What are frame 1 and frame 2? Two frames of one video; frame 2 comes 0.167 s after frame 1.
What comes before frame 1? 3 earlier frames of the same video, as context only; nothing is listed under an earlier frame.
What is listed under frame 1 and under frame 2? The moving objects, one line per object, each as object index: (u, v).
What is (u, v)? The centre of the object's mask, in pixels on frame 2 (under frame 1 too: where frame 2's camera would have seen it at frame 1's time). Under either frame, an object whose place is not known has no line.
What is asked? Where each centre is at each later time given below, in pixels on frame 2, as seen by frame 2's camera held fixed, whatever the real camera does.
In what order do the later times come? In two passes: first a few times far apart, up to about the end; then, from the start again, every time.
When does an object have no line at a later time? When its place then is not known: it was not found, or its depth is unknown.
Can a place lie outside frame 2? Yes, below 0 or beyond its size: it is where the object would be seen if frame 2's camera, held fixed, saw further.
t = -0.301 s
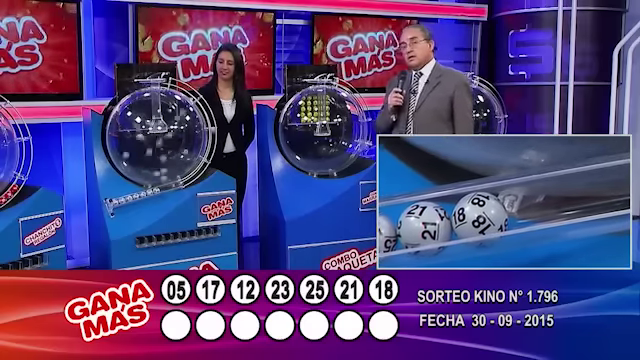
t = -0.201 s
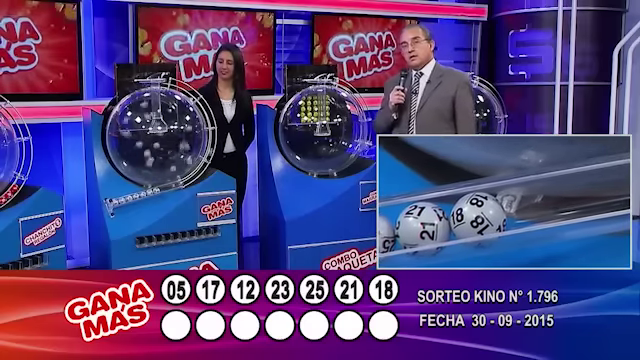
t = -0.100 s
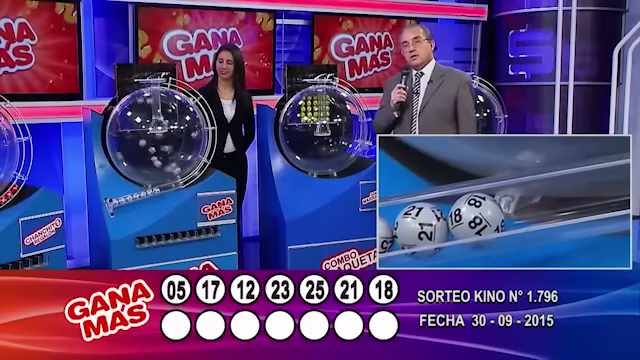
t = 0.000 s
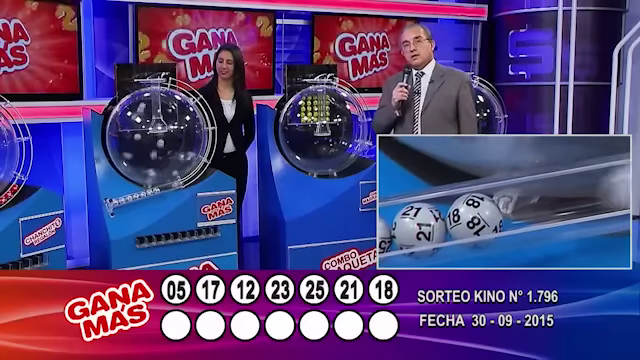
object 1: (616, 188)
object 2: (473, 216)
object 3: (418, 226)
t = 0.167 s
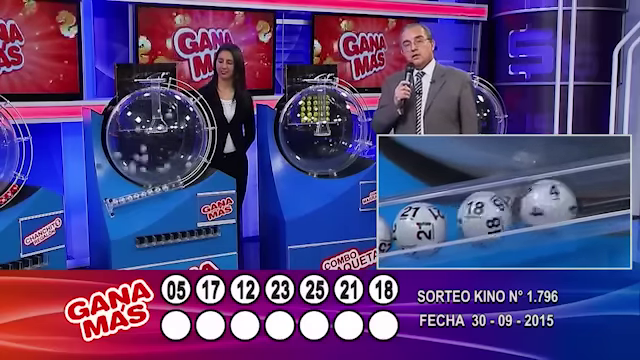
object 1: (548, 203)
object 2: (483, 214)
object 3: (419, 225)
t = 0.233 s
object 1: (543, 204)
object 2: (483, 214)
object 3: (415, 226)
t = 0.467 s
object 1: (522, 208)
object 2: (466, 217)
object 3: (411, 227)
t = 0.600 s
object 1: (521, 208)
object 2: (465, 218)
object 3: (409, 227)
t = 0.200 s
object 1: (546, 204)
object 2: (484, 214)
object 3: (417, 226)
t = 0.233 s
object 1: (543, 204)
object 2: (483, 214)
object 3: (415, 226)
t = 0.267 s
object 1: (538, 205)
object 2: (480, 215)
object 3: (414, 227)
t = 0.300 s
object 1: (531, 206)
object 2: (474, 216)
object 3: (414, 227)
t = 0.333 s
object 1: (526, 207)
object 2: (468, 217)
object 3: (413, 227)
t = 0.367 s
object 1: (523, 208)
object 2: (467, 217)
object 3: (412, 227)
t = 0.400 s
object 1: (522, 208)
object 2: (467, 217)
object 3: (412, 227)
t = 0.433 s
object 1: (522, 208)
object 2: (467, 217)
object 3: (412, 227)
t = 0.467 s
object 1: (522, 208)
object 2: (466, 217)
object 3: (411, 227)
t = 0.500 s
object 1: (521, 208)
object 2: (466, 217)
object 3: (410, 227)
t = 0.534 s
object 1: (521, 208)
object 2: (465, 217)
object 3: (410, 227)
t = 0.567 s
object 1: (521, 208)
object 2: (465, 217)
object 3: (410, 227)
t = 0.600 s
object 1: (521, 208)
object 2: (465, 218)
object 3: (409, 227)
